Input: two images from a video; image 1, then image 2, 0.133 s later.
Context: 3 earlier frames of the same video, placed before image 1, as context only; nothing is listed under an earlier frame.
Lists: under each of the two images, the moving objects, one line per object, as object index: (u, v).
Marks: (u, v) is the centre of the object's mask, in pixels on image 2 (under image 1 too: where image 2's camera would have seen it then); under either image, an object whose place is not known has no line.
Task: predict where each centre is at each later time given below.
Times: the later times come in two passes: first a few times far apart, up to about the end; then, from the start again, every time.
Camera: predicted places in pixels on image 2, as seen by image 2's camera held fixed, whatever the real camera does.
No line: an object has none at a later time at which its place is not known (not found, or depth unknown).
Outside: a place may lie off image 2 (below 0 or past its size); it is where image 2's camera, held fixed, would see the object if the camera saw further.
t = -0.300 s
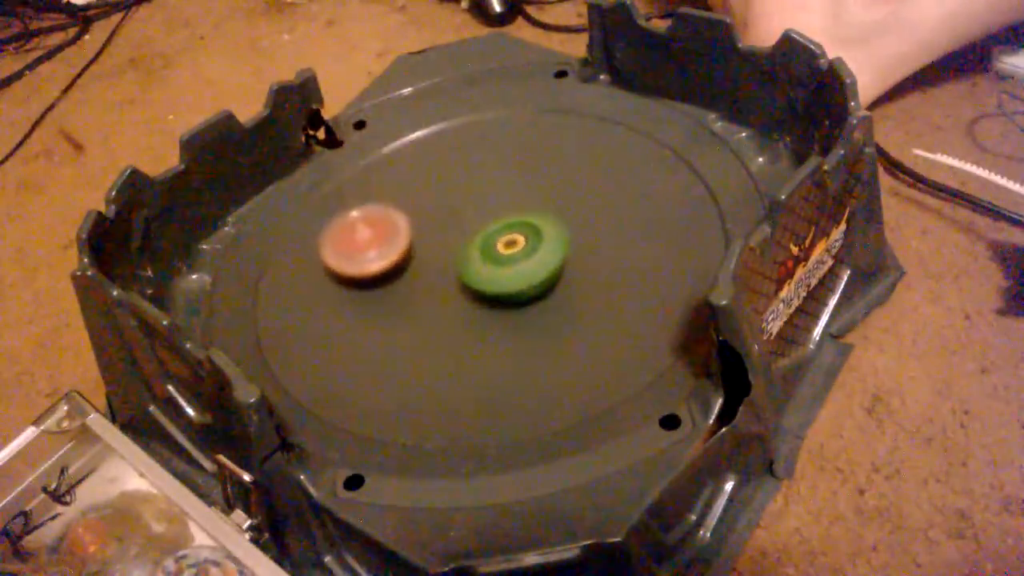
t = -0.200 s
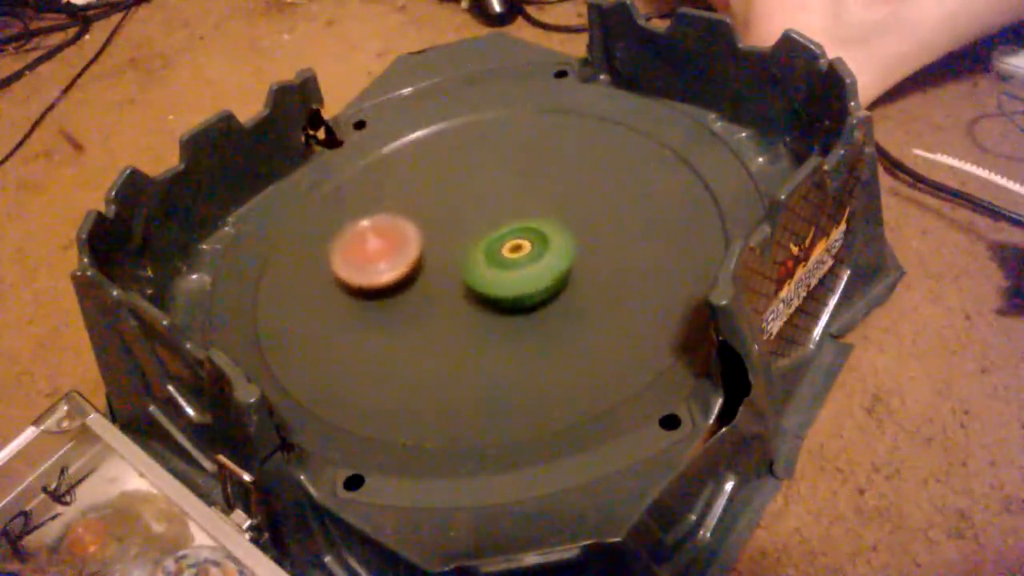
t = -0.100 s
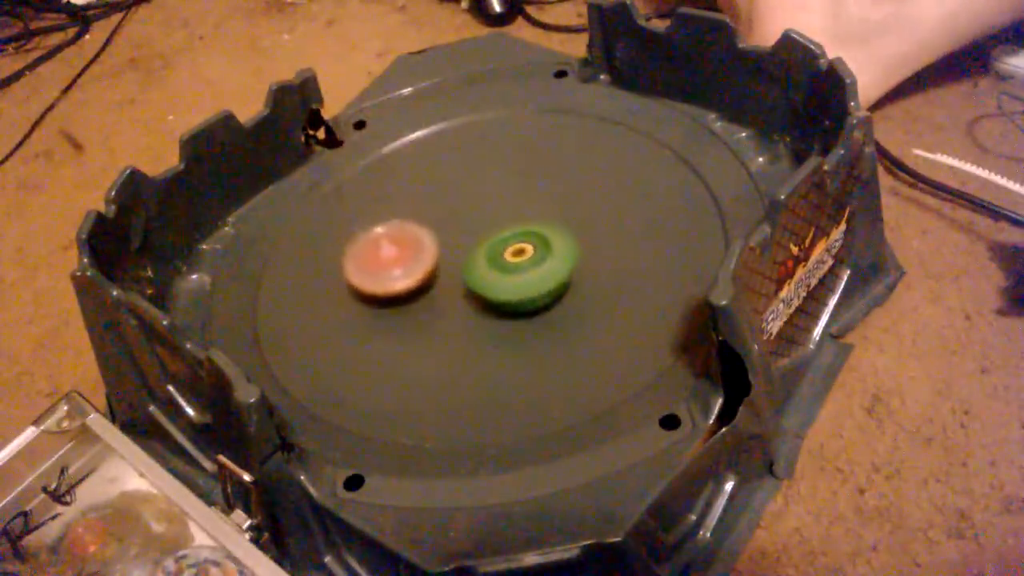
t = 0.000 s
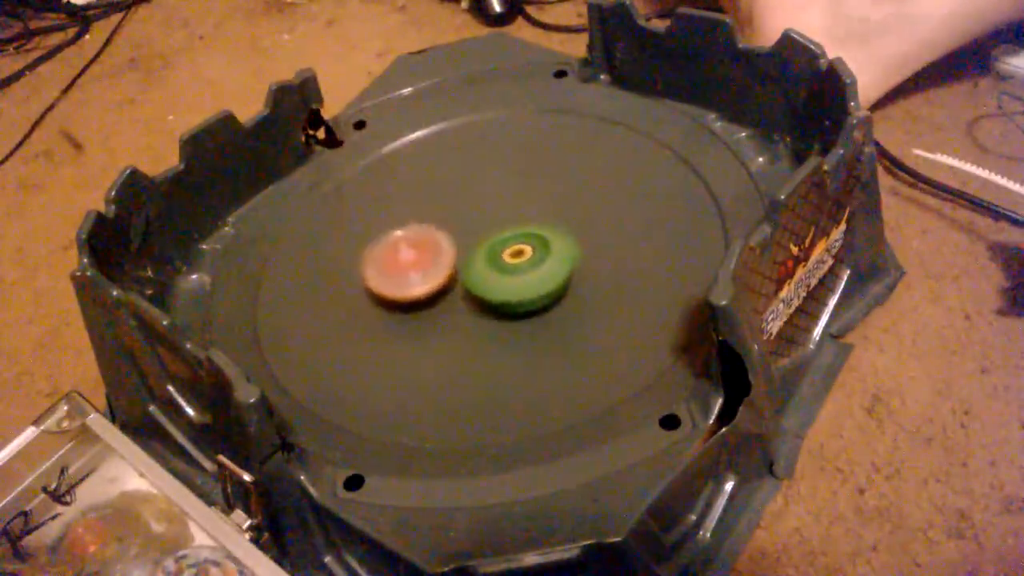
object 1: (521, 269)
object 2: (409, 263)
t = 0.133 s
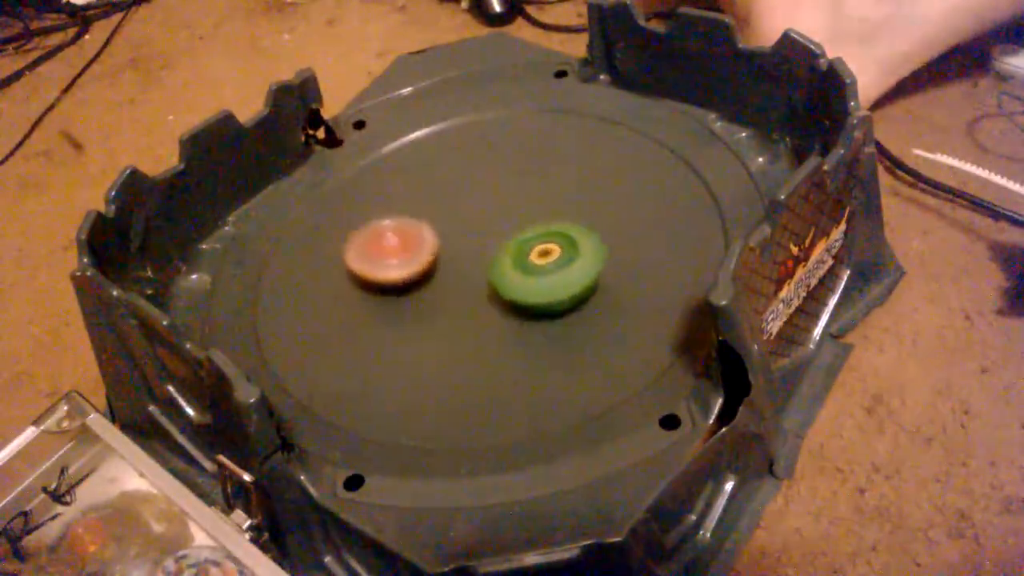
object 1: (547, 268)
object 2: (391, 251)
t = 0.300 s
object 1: (551, 256)
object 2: (387, 240)
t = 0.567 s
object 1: (512, 227)
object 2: (401, 217)
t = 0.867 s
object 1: (517, 214)
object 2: (396, 188)
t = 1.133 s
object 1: (513, 218)
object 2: (406, 186)
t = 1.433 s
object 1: (504, 235)
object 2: (417, 204)
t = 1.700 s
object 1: (516, 262)
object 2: (380, 200)
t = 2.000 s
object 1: (505, 262)
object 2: (386, 212)
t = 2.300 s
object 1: (504, 232)
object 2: (401, 217)
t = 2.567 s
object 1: (523, 209)
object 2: (395, 217)
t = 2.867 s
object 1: (526, 198)
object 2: (392, 218)
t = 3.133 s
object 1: (522, 204)
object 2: (392, 225)
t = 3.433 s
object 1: (538, 224)
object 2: (363, 229)
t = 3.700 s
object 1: (534, 242)
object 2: (366, 230)
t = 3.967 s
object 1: (499, 252)
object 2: (398, 225)
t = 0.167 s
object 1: (550, 266)
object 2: (389, 248)
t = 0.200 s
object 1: (551, 264)
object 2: (389, 246)
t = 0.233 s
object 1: (553, 261)
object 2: (388, 245)
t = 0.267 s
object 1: (552, 258)
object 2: (387, 242)
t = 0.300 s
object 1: (551, 256)
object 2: (387, 240)
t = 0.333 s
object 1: (550, 252)
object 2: (387, 238)
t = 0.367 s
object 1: (547, 248)
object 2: (388, 236)
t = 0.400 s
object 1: (543, 244)
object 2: (389, 233)
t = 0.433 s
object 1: (538, 241)
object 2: (391, 231)
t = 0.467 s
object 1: (532, 237)
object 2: (393, 227)
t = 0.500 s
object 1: (527, 234)
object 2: (395, 224)
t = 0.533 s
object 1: (520, 231)
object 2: (398, 221)
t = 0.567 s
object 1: (512, 227)
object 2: (401, 217)
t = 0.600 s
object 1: (506, 224)
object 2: (404, 215)
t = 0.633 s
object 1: (503, 221)
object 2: (404, 211)
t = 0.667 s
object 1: (507, 221)
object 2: (397, 204)
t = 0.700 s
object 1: (510, 220)
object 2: (392, 198)
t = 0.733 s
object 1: (513, 218)
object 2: (389, 193)
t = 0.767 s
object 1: (515, 216)
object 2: (390, 190)
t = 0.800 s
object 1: (517, 215)
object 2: (392, 189)
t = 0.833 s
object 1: (517, 214)
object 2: (394, 188)
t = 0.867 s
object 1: (517, 214)
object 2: (396, 188)
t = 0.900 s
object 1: (516, 212)
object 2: (399, 187)
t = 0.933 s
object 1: (514, 212)
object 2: (402, 187)
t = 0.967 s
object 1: (514, 212)
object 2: (405, 187)
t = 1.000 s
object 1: (510, 212)
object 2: (410, 188)
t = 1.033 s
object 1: (507, 213)
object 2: (414, 189)
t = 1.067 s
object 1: (508, 214)
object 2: (415, 189)
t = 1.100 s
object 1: (512, 216)
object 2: (409, 187)
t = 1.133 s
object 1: (513, 218)
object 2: (406, 186)
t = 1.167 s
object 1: (514, 221)
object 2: (406, 186)
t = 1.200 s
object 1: (514, 223)
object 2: (407, 187)
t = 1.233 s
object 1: (514, 225)
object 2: (408, 188)
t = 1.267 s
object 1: (515, 227)
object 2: (409, 191)
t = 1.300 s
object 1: (513, 229)
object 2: (410, 193)
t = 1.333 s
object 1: (513, 229)
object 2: (412, 196)
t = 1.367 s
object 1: (509, 233)
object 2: (414, 199)
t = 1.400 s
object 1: (507, 234)
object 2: (415, 201)
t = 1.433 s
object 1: (504, 235)
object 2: (417, 204)
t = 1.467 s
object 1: (505, 239)
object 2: (414, 204)
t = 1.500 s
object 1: (511, 247)
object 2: (403, 199)
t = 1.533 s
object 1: (513, 251)
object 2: (395, 196)
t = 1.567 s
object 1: (514, 254)
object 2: (391, 195)
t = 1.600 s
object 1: (515, 256)
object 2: (387, 195)
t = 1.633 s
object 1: (516, 258)
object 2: (384, 197)
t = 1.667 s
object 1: (516, 259)
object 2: (381, 198)
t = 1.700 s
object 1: (516, 262)
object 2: (380, 200)
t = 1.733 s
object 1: (516, 264)
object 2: (379, 201)
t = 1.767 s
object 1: (514, 266)
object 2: (378, 203)
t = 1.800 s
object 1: (514, 266)
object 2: (378, 204)
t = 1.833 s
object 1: (513, 267)
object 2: (378, 205)
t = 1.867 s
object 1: (512, 266)
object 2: (379, 207)
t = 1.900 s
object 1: (510, 267)
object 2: (380, 208)
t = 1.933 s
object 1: (509, 265)
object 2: (381, 209)
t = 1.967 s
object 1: (505, 264)
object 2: (383, 211)
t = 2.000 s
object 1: (505, 262)
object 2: (386, 212)
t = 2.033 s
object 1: (503, 260)
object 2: (389, 213)
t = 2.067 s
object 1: (500, 258)
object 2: (392, 214)
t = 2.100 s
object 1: (498, 255)
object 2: (396, 216)
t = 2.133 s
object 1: (496, 251)
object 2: (399, 218)
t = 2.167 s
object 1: (496, 245)
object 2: (403, 219)
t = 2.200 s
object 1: (498, 242)
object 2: (403, 218)
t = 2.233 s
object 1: (501, 238)
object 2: (403, 218)
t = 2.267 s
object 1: (501, 235)
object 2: (403, 217)
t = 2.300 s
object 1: (504, 232)
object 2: (401, 217)
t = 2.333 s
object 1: (509, 230)
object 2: (398, 215)
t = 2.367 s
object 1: (514, 227)
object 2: (397, 216)
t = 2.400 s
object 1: (516, 223)
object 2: (397, 216)
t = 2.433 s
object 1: (520, 219)
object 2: (396, 216)
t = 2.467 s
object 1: (521, 218)
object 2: (395, 217)
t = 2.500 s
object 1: (523, 214)
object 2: (395, 217)
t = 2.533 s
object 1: (524, 211)
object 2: (395, 217)
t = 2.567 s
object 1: (523, 209)
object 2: (395, 217)
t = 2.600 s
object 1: (523, 207)
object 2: (398, 216)
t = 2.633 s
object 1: (522, 205)
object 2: (399, 216)
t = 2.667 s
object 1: (521, 203)
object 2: (401, 216)
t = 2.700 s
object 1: (517, 203)
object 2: (403, 216)
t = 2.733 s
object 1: (516, 201)
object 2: (406, 217)
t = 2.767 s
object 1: (512, 200)
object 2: (407, 217)
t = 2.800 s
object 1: (517, 199)
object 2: (399, 218)
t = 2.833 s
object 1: (522, 198)
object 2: (393, 218)
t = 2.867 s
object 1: (526, 198)
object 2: (392, 218)
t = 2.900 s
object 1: (527, 197)
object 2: (391, 220)
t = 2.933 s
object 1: (528, 198)
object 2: (390, 221)
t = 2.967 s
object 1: (529, 198)
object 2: (389, 222)
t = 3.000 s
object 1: (529, 198)
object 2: (389, 222)
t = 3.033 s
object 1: (528, 199)
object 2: (389, 223)
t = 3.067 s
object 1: (527, 200)
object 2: (390, 224)
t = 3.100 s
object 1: (525, 202)
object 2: (391, 224)
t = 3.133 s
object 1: (522, 204)
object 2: (392, 225)
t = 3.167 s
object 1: (519, 206)
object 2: (394, 226)
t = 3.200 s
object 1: (516, 209)
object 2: (396, 226)
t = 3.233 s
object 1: (511, 212)
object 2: (399, 226)
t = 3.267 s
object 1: (507, 215)
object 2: (402, 227)
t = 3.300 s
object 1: (513, 217)
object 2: (392, 227)
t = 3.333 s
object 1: (524, 218)
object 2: (377, 227)
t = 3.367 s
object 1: (531, 220)
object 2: (369, 228)
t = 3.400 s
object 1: (535, 221)
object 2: (366, 228)
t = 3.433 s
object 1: (538, 224)
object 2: (363, 229)
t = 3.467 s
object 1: (541, 225)
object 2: (361, 229)
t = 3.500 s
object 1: (541, 227)
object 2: (361, 230)
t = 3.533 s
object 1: (542, 230)
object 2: (361, 230)
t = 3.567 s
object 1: (542, 231)
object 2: (362, 230)
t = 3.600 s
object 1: (542, 234)
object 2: (362, 230)
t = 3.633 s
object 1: (540, 236)
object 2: (362, 230)
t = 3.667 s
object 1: (538, 239)
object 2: (364, 230)
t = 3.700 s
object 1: (534, 242)
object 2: (366, 230)
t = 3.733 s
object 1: (530, 244)
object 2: (370, 229)
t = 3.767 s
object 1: (525, 247)
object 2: (374, 229)
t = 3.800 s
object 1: (519, 248)
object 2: (379, 229)
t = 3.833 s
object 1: (513, 250)
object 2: (384, 228)
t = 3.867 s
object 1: (507, 250)
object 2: (389, 229)
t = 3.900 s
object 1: (500, 251)
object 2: (395, 228)
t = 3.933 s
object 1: (496, 251)
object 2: (400, 228)
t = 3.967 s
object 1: (499, 252)
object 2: (398, 225)
